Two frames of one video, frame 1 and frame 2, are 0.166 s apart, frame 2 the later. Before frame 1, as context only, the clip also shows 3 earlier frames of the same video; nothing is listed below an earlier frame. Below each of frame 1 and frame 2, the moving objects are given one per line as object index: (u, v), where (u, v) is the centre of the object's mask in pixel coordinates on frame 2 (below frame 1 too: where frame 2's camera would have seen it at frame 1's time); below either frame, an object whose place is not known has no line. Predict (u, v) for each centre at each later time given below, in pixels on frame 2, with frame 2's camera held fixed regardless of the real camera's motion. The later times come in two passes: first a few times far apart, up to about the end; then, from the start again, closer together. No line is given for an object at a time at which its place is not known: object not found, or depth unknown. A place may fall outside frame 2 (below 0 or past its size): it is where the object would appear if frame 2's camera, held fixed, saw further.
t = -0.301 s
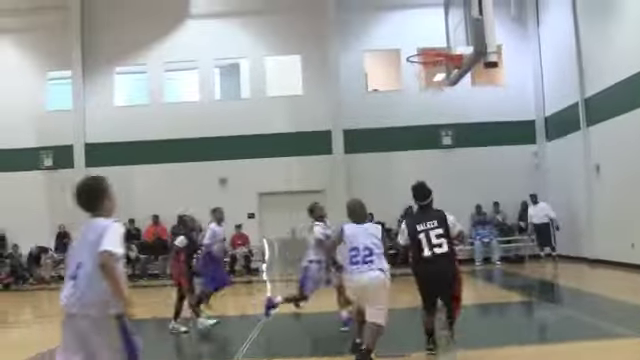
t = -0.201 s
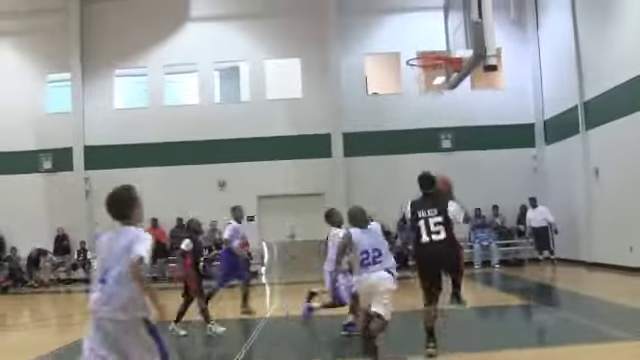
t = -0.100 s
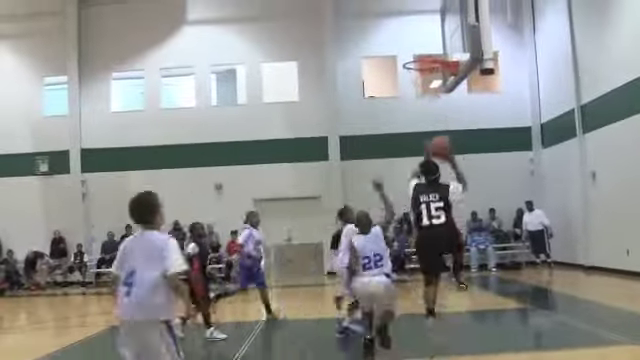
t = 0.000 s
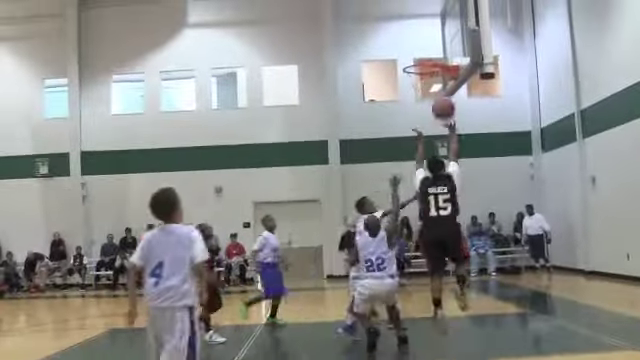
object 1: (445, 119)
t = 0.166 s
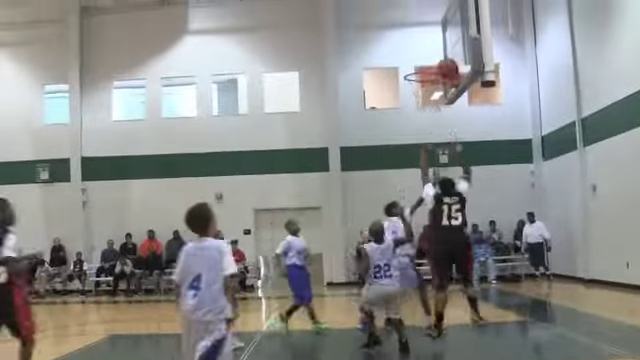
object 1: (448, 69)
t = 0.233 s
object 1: (449, 57)
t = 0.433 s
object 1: (444, 50)
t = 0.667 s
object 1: (423, 82)
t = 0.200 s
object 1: (448, 62)
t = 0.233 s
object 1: (449, 57)
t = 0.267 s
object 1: (450, 54)
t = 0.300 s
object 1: (451, 51)
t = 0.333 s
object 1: (451, 49)
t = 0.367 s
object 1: (449, 49)
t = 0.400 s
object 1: (446, 49)
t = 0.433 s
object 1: (444, 50)
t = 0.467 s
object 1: (441, 53)
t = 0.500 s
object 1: (439, 56)
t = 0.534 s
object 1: (437, 60)
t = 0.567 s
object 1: (435, 63)
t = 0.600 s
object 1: (434, 66)
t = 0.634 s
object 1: (428, 77)
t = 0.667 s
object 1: (423, 82)
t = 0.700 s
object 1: (419, 84)
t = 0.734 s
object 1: (417, 87)
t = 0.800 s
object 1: (411, 93)
